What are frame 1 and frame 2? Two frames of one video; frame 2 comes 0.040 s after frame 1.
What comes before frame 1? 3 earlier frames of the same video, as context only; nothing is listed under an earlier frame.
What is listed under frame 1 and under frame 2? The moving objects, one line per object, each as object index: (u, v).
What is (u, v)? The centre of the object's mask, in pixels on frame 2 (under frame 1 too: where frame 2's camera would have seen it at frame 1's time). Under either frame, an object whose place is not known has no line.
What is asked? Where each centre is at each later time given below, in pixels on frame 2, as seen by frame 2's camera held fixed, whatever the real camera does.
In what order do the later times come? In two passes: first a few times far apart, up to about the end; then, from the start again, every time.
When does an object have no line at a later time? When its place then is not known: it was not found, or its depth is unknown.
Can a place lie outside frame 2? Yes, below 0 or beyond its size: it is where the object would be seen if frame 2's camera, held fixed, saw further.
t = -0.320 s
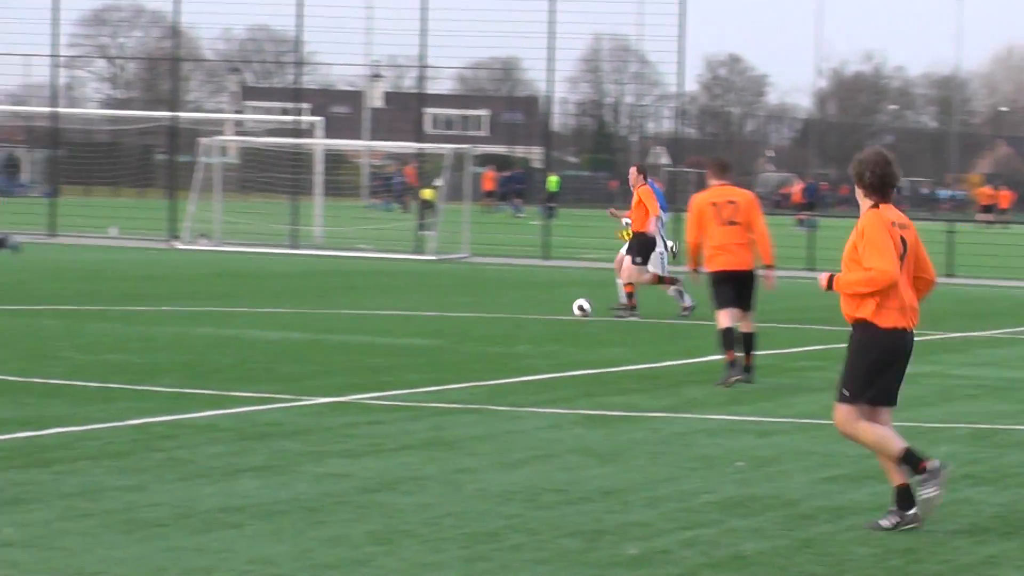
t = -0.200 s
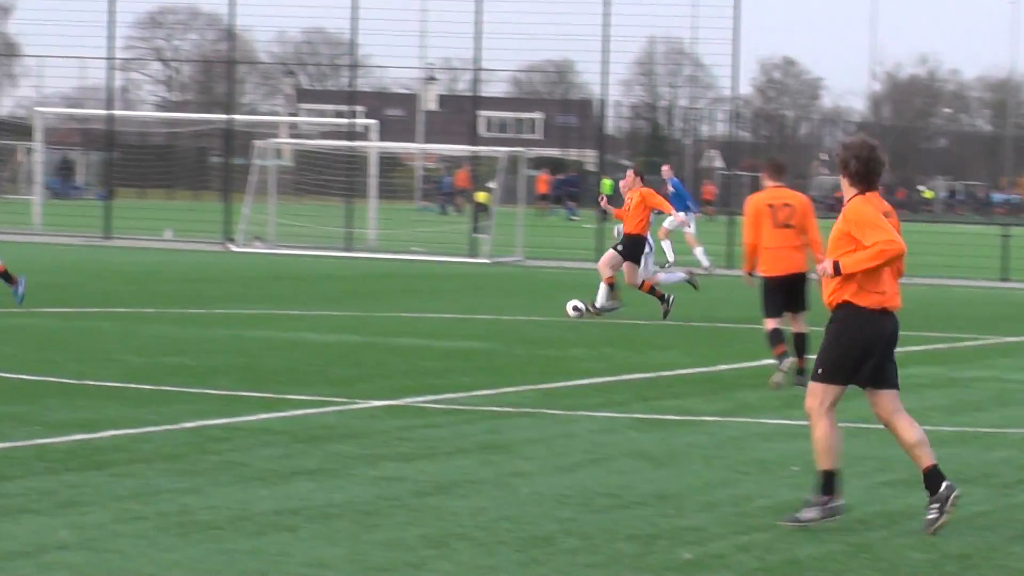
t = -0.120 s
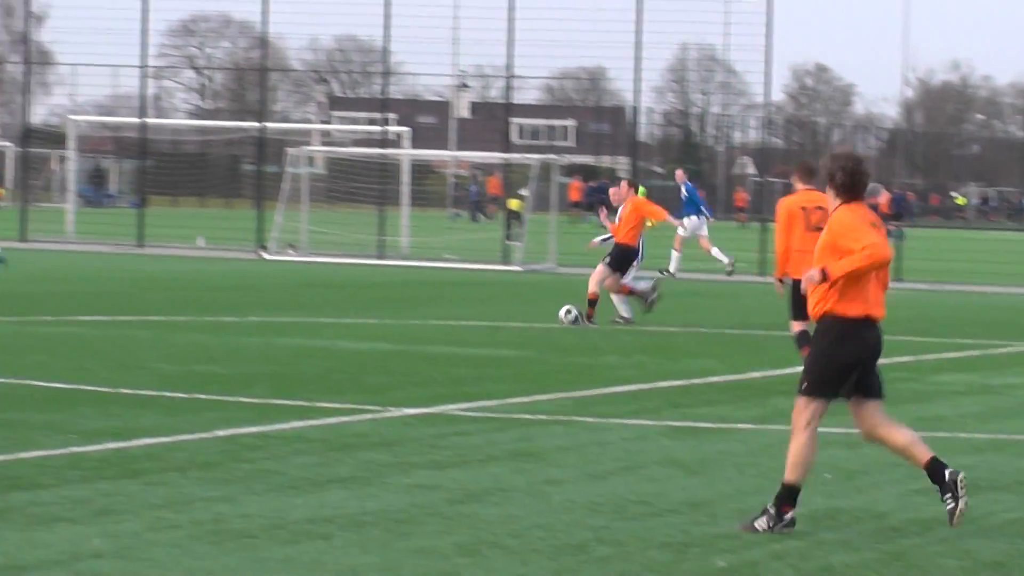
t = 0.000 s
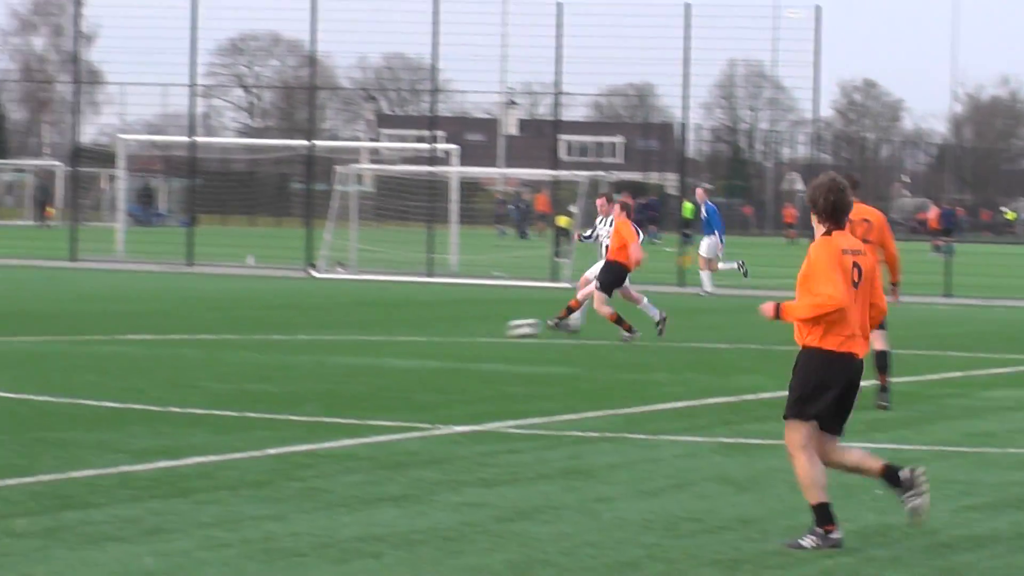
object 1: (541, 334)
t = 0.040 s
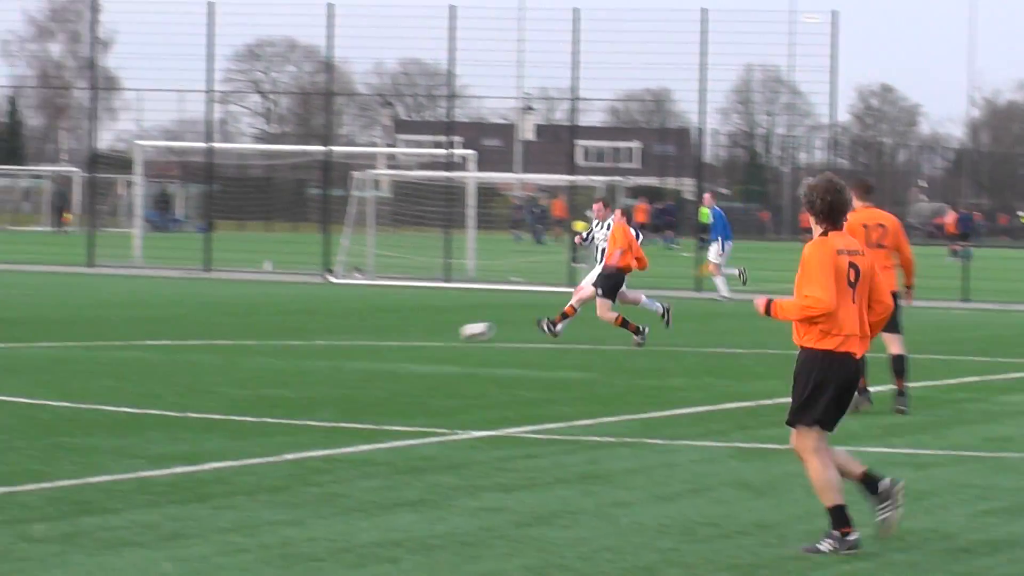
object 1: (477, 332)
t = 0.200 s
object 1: (235, 324)
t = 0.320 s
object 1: (65, 319)
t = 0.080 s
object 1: (413, 330)
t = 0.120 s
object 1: (353, 328)
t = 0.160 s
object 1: (293, 326)
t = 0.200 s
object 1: (235, 324)
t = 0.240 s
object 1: (177, 322)
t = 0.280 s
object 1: (121, 321)
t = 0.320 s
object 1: (65, 319)
